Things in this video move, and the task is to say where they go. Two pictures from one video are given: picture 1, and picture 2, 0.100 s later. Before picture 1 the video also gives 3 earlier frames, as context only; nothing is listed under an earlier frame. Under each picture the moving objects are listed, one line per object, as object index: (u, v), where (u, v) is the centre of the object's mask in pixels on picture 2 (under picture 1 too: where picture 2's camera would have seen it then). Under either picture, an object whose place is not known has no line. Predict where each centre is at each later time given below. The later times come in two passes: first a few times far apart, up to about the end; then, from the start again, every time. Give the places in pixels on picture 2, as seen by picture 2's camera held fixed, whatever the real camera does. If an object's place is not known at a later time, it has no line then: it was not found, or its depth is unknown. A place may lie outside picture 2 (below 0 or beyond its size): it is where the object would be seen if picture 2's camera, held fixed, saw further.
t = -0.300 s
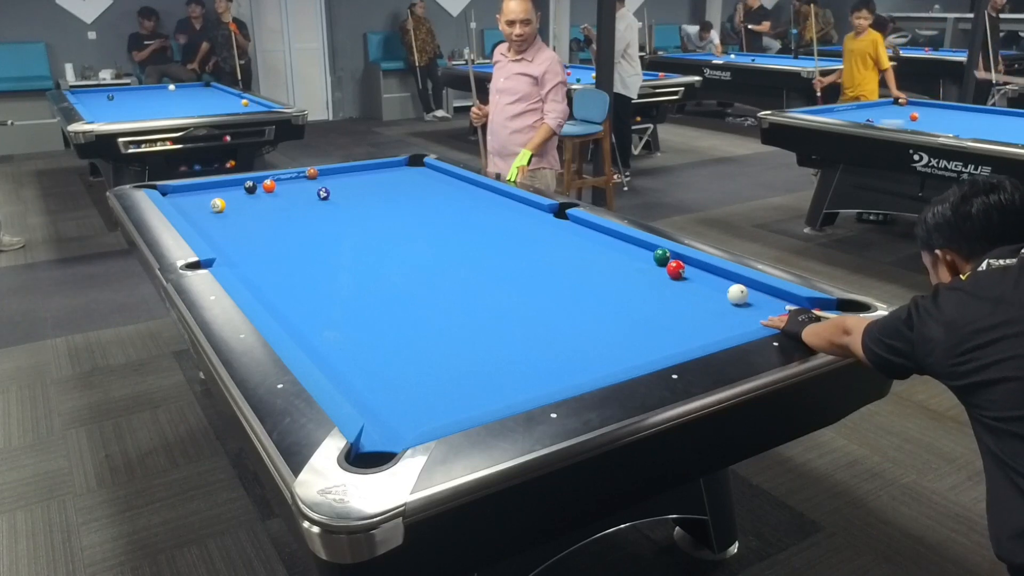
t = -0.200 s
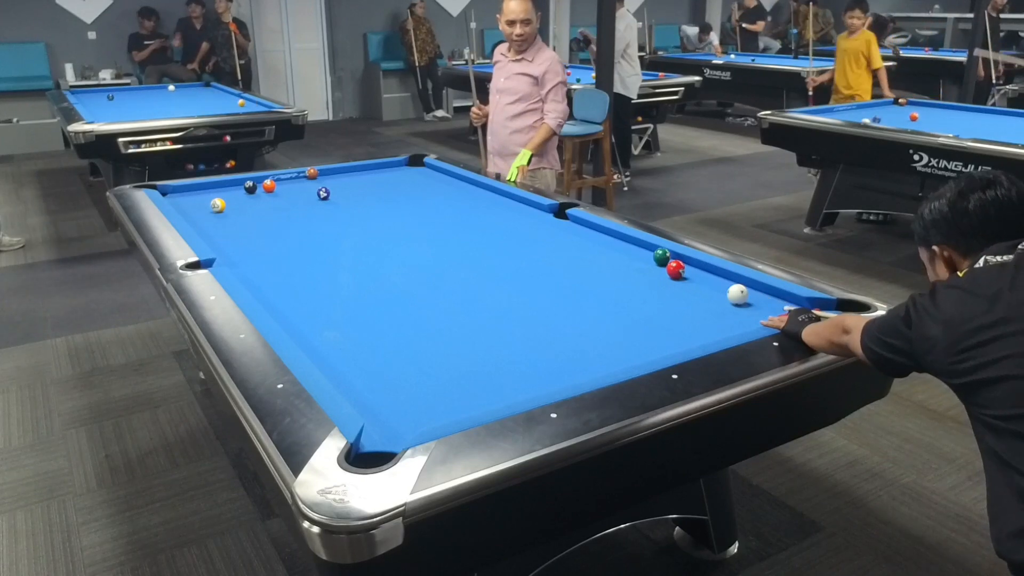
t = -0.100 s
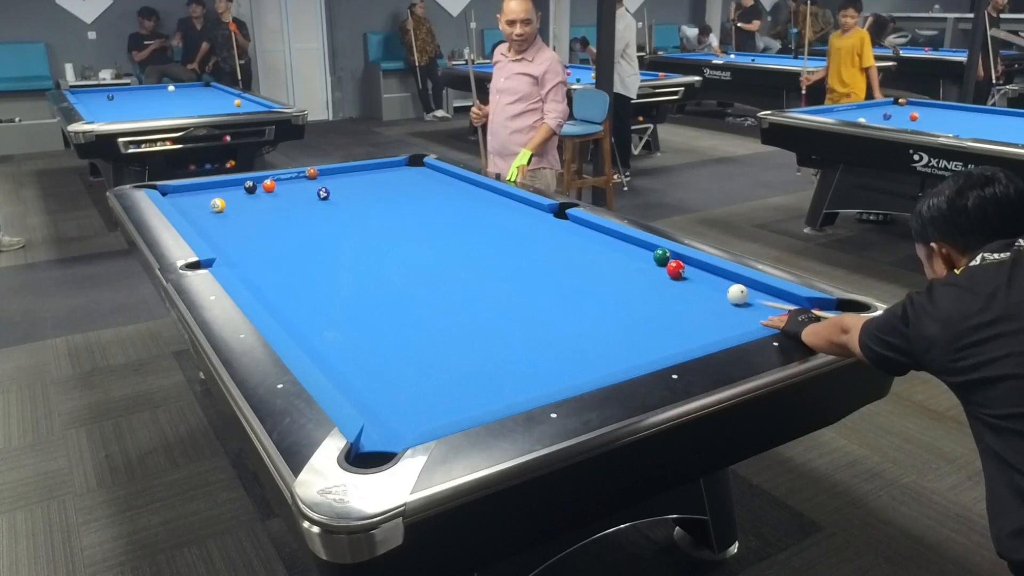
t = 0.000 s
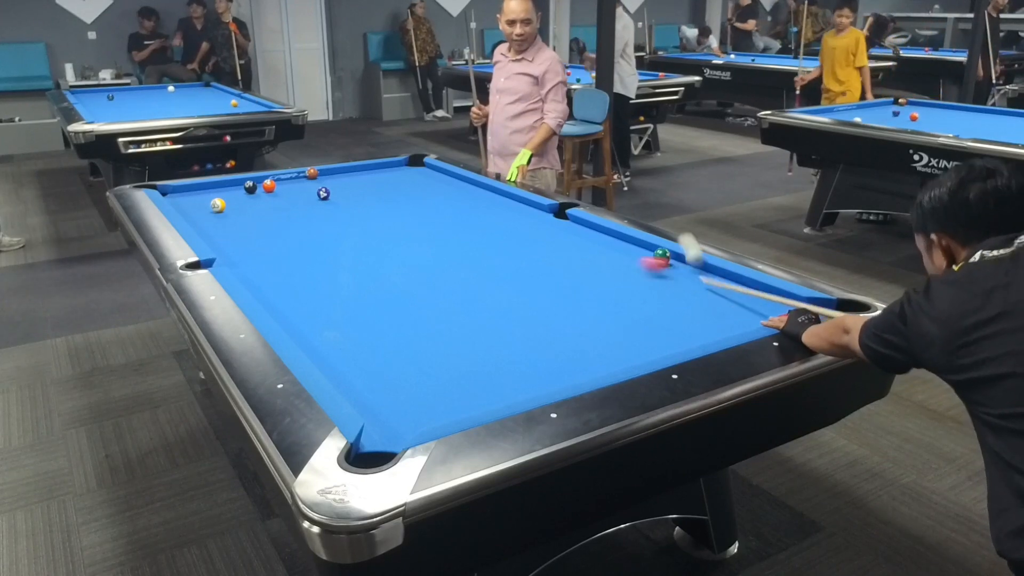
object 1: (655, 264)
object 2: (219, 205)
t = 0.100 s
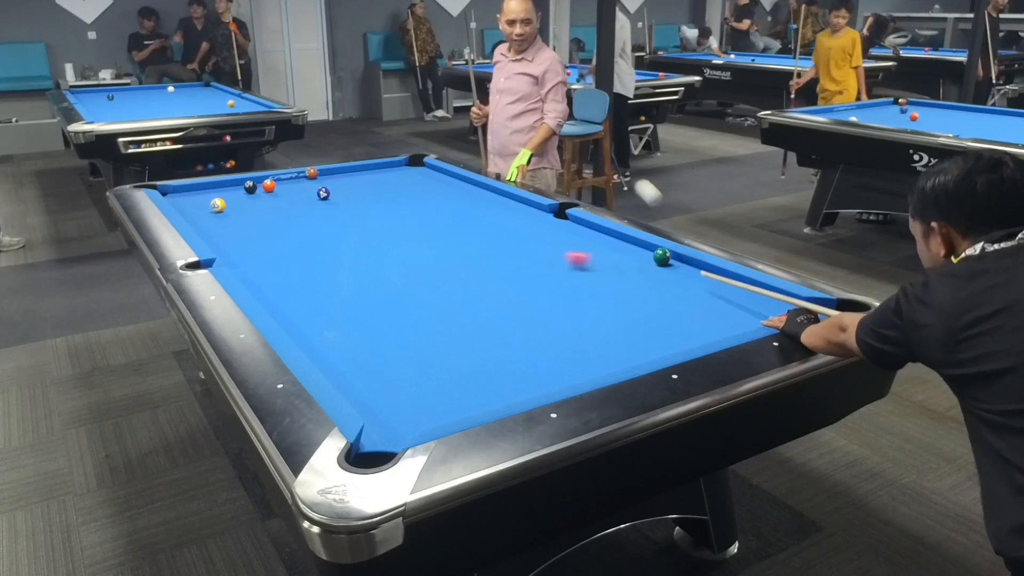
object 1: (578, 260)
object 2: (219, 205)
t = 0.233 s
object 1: (493, 252)
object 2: (219, 205)
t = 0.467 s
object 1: (375, 240)
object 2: (219, 205)
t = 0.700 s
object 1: (270, 229)
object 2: (219, 205)
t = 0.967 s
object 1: (200, 217)
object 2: (219, 205)
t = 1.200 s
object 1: (212, 208)
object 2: (228, 199)
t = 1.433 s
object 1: (215, 204)
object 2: (242, 191)
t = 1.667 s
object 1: (219, 201)
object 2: (243, 188)
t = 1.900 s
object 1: (222, 198)
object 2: (243, 187)
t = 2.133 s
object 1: (225, 195)
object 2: (244, 185)
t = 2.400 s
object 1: (228, 192)
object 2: (243, 184)
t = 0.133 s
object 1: (554, 257)
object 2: (219, 205)
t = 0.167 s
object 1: (533, 255)
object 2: (219, 205)
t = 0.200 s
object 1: (512, 254)
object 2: (219, 205)
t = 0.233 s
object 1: (493, 252)
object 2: (219, 205)
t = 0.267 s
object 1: (474, 250)
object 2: (219, 205)
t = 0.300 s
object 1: (456, 248)
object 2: (219, 205)
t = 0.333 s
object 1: (440, 247)
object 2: (219, 205)
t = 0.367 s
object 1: (423, 245)
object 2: (219, 205)
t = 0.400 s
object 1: (406, 243)
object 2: (219, 205)
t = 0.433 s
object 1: (391, 242)
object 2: (219, 205)
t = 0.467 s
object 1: (375, 240)
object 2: (219, 205)
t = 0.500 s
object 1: (359, 239)
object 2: (219, 205)
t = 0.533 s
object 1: (344, 237)
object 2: (219, 205)
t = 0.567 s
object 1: (329, 235)
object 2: (219, 205)
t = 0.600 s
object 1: (314, 234)
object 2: (219, 205)
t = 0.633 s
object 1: (299, 233)
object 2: (219, 205)
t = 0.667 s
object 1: (285, 231)
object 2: (219, 205)
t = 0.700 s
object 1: (270, 229)
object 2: (219, 205)
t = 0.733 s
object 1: (256, 228)
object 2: (219, 205)
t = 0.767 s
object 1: (242, 227)
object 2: (219, 205)
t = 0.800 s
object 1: (228, 225)
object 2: (219, 205)
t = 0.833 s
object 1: (215, 224)
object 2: (219, 205)
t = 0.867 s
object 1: (202, 223)
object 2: (219, 205)
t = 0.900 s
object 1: (192, 221)
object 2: (219, 205)
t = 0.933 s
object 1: (195, 219)
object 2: (219, 205)
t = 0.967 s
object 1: (200, 217)
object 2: (219, 205)
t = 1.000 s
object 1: (204, 214)
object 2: (219, 205)
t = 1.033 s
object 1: (207, 212)
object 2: (219, 205)
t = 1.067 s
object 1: (210, 210)
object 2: (220, 204)
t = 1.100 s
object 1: (211, 209)
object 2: (221, 203)
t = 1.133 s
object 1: (211, 209)
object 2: (224, 202)
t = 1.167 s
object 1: (211, 208)
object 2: (226, 201)
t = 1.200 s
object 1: (212, 208)
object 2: (228, 199)
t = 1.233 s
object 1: (212, 207)
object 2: (230, 198)
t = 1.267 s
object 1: (213, 207)
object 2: (232, 197)
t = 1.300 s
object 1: (213, 206)
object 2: (234, 196)
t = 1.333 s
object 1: (214, 206)
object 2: (236, 194)
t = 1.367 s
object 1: (214, 205)
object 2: (239, 193)
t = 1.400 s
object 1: (215, 205)
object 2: (241, 192)
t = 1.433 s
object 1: (215, 204)
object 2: (242, 191)
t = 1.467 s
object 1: (216, 204)
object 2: (244, 190)
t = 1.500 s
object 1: (217, 203)
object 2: (244, 190)
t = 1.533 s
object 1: (217, 203)
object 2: (244, 189)
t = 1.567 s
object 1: (218, 202)
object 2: (244, 189)
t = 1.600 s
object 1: (218, 202)
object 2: (243, 189)
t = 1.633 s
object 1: (219, 201)
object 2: (243, 189)
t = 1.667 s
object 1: (219, 201)
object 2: (243, 188)
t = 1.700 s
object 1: (219, 200)
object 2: (243, 188)
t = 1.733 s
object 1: (220, 200)
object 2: (243, 188)
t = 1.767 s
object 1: (221, 199)
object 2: (243, 188)
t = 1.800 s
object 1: (221, 199)
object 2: (243, 188)
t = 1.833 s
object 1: (222, 198)
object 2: (243, 187)
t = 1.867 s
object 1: (222, 198)
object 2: (243, 187)
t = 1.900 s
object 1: (222, 198)
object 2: (243, 187)
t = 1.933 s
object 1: (223, 197)
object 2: (243, 187)
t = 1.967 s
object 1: (223, 197)
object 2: (243, 187)
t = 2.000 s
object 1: (224, 196)
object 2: (243, 186)
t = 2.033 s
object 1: (224, 196)
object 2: (243, 186)
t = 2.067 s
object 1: (224, 196)
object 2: (243, 186)
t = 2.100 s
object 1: (225, 195)
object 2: (243, 186)
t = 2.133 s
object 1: (225, 195)
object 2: (244, 185)
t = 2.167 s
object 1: (225, 195)
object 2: (243, 185)
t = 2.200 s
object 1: (226, 194)
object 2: (243, 185)
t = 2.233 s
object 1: (226, 194)
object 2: (243, 185)
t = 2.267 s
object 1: (226, 194)
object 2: (244, 185)
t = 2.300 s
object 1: (227, 193)
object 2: (244, 185)
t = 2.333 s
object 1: (227, 193)
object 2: (243, 185)
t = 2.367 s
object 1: (228, 192)
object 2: (243, 184)
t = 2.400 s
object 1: (228, 192)
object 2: (243, 184)
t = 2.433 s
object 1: (229, 191)
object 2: (243, 184)
